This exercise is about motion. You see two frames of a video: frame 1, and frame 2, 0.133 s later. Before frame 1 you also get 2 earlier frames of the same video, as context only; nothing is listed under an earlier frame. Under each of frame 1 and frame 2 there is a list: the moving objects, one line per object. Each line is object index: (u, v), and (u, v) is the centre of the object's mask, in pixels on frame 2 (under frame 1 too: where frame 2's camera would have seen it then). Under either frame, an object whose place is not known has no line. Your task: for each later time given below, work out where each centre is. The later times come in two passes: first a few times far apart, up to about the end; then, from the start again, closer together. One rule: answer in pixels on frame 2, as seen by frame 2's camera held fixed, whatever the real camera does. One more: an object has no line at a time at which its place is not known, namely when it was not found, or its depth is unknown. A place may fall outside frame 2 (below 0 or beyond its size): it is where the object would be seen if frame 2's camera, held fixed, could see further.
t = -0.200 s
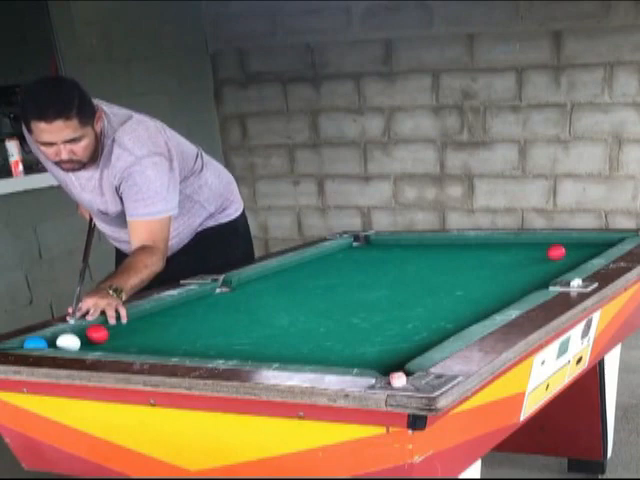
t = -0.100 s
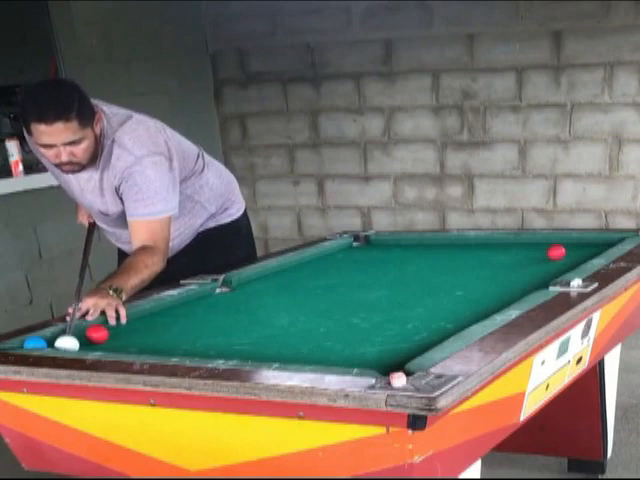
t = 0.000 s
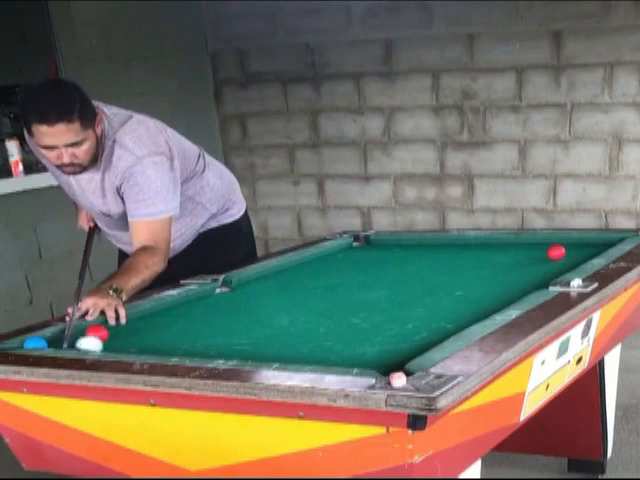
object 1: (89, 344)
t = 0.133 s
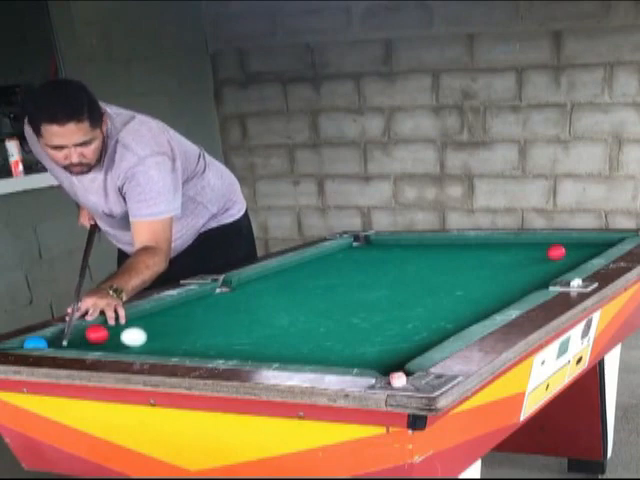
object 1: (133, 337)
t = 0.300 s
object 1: (184, 327)
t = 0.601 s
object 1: (266, 310)
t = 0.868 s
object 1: (329, 297)
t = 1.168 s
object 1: (392, 284)
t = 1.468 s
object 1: (447, 272)
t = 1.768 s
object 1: (495, 262)
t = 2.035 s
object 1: (534, 254)
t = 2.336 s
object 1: (548, 247)
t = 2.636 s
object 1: (560, 240)
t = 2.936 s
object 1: (555, 243)
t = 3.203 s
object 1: (549, 246)
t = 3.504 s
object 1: (543, 249)
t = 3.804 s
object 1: (538, 253)
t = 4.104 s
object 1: (535, 255)
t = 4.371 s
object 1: (531, 257)
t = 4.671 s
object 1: (528, 258)
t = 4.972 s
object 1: (526, 259)
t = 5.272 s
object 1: (525, 260)
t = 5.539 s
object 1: (525, 260)
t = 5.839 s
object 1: (525, 260)
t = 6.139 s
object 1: (525, 260)
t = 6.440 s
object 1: (525, 260)
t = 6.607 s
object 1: (525, 260)
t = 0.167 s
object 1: (144, 335)
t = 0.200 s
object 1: (154, 333)
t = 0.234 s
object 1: (164, 330)
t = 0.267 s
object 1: (174, 329)
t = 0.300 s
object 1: (184, 327)
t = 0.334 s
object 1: (194, 325)
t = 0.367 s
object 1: (203, 323)
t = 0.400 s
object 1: (213, 321)
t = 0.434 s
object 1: (222, 319)
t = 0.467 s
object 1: (231, 317)
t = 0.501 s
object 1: (240, 315)
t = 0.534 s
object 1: (249, 314)
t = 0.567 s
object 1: (257, 312)
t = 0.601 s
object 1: (266, 310)
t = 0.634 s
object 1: (274, 308)
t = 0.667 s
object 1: (283, 307)
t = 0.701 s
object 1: (290, 305)
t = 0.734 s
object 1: (299, 303)
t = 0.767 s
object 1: (306, 302)
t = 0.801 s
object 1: (314, 300)
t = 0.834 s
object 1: (322, 298)
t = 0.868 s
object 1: (329, 297)
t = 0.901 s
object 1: (336, 295)
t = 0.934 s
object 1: (344, 294)
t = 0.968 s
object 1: (351, 292)
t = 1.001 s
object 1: (358, 291)
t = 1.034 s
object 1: (365, 290)
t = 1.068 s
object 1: (372, 288)
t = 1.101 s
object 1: (378, 287)
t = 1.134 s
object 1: (385, 285)
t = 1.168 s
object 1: (392, 284)
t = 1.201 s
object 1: (398, 283)
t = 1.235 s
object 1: (404, 281)
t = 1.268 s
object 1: (411, 280)
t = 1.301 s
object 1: (417, 279)
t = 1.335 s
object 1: (423, 277)
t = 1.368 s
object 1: (429, 276)
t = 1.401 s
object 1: (435, 275)
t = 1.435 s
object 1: (441, 273)
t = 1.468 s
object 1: (447, 272)
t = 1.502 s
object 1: (452, 271)
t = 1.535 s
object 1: (458, 270)
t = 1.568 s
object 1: (463, 269)
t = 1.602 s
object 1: (469, 267)
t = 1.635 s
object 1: (474, 266)
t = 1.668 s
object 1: (480, 265)
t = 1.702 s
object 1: (485, 264)
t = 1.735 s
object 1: (490, 263)
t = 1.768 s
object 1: (495, 262)
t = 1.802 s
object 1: (500, 261)
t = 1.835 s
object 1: (505, 260)
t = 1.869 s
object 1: (510, 259)
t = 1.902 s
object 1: (515, 257)
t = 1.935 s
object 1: (520, 257)
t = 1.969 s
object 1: (525, 256)
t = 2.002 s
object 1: (529, 255)
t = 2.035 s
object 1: (534, 254)
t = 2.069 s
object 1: (537, 253)
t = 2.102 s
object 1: (538, 252)
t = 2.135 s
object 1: (540, 251)
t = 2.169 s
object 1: (541, 250)
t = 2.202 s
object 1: (543, 249)
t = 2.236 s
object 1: (544, 249)
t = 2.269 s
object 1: (546, 248)
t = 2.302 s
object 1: (547, 247)
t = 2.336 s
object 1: (548, 247)
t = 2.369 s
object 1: (550, 246)
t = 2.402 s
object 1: (551, 245)
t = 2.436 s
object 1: (553, 244)
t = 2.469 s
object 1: (554, 244)
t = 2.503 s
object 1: (555, 243)
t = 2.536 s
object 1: (556, 242)
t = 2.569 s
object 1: (558, 242)
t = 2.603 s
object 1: (559, 241)
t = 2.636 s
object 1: (560, 240)
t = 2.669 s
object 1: (561, 240)
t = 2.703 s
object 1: (561, 239)
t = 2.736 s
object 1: (561, 240)
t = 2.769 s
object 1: (559, 240)
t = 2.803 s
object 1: (559, 241)
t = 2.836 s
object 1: (558, 241)
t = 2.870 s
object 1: (557, 242)
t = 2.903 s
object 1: (556, 242)
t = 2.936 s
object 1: (555, 243)
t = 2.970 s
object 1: (554, 243)
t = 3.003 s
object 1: (554, 243)
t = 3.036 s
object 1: (553, 244)
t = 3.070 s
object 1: (552, 244)
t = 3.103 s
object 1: (551, 244)
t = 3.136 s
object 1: (551, 245)
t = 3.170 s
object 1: (550, 245)
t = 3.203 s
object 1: (549, 246)
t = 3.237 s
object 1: (549, 247)
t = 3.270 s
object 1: (548, 247)
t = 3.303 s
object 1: (547, 247)
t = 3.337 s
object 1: (547, 248)
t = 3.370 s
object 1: (546, 248)
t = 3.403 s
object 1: (545, 248)
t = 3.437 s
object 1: (544, 249)
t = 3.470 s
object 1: (544, 249)
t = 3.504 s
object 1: (543, 249)
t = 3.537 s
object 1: (543, 250)
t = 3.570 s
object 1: (542, 250)
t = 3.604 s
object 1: (541, 250)
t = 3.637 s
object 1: (541, 251)
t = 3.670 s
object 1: (540, 251)
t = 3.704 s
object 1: (540, 251)
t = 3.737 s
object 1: (539, 252)
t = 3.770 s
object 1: (539, 252)
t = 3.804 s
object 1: (538, 253)
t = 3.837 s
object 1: (538, 253)
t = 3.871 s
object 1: (538, 253)
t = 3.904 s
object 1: (537, 253)
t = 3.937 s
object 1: (537, 254)
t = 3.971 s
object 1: (536, 254)
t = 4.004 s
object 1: (536, 254)
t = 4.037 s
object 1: (536, 255)
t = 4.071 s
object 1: (535, 255)
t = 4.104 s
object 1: (535, 255)
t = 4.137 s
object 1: (534, 255)
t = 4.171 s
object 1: (534, 255)
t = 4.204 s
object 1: (533, 256)
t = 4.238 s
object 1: (533, 256)
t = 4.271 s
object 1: (532, 256)
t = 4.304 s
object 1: (532, 256)
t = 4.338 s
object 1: (531, 257)
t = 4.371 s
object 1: (531, 257)
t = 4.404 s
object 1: (530, 257)
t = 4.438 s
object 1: (530, 257)
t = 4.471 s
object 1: (530, 257)
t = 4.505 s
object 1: (530, 257)
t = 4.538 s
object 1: (529, 258)
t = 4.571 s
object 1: (529, 258)
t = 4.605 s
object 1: (528, 258)
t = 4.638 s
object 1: (528, 259)
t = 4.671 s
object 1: (528, 258)
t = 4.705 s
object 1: (528, 259)
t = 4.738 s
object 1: (527, 259)
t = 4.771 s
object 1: (527, 259)
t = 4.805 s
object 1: (527, 259)
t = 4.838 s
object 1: (526, 259)
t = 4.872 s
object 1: (526, 259)
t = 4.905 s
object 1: (526, 259)
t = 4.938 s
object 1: (526, 259)
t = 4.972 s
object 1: (526, 259)
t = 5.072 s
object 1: (526, 259)
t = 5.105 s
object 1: (525, 260)
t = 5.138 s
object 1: (525, 259)
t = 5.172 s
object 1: (525, 260)
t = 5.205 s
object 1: (525, 260)
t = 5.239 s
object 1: (525, 260)
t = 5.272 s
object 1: (525, 260)
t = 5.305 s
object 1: (525, 260)
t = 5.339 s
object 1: (525, 260)
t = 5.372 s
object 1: (525, 260)
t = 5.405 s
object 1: (525, 260)
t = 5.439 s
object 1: (525, 260)
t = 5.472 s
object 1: (525, 260)
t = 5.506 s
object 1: (525, 260)
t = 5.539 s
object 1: (525, 260)
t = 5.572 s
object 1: (525, 260)
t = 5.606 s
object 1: (525, 260)
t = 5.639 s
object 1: (525, 260)
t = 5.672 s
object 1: (525, 260)
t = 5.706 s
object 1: (525, 260)
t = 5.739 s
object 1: (525, 260)
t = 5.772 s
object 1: (525, 260)
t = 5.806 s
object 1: (525, 260)
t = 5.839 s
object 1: (525, 260)
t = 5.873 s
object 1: (525, 260)
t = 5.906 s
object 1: (525, 260)
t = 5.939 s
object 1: (525, 260)
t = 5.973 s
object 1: (525, 260)
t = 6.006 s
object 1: (525, 260)
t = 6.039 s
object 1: (525, 260)
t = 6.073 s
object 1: (525, 260)
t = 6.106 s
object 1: (525, 260)
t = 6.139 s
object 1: (525, 260)
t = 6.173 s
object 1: (525, 260)
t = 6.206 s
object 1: (525, 260)
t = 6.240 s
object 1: (525, 260)
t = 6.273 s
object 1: (525, 260)
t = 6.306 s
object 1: (525, 260)
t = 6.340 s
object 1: (525, 260)
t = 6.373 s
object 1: (525, 260)
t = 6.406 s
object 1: (525, 260)
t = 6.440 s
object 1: (525, 260)
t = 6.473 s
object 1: (525, 260)
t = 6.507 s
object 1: (525, 260)
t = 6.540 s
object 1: (525, 260)
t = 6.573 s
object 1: (525, 260)
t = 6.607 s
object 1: (525, 260)
